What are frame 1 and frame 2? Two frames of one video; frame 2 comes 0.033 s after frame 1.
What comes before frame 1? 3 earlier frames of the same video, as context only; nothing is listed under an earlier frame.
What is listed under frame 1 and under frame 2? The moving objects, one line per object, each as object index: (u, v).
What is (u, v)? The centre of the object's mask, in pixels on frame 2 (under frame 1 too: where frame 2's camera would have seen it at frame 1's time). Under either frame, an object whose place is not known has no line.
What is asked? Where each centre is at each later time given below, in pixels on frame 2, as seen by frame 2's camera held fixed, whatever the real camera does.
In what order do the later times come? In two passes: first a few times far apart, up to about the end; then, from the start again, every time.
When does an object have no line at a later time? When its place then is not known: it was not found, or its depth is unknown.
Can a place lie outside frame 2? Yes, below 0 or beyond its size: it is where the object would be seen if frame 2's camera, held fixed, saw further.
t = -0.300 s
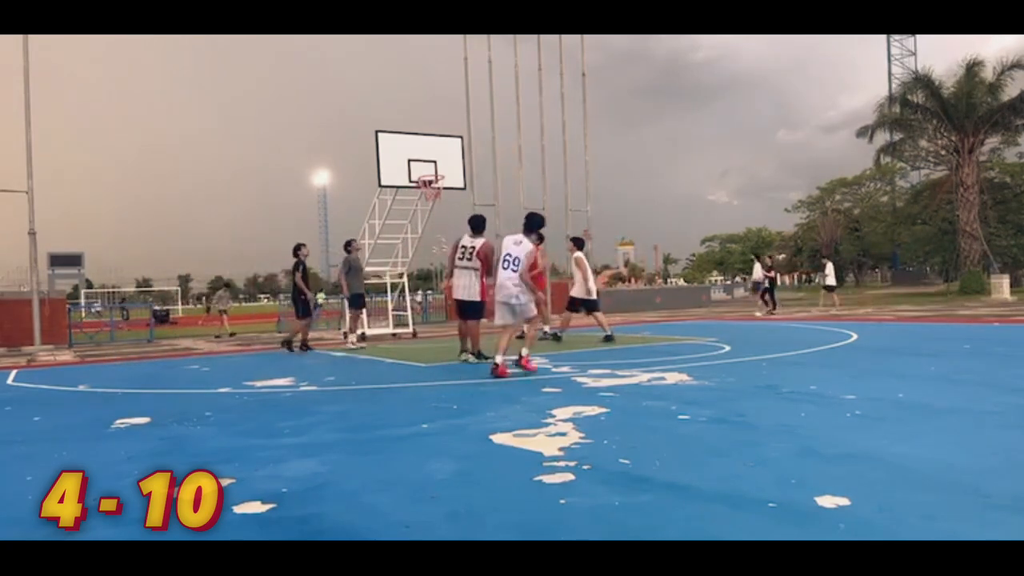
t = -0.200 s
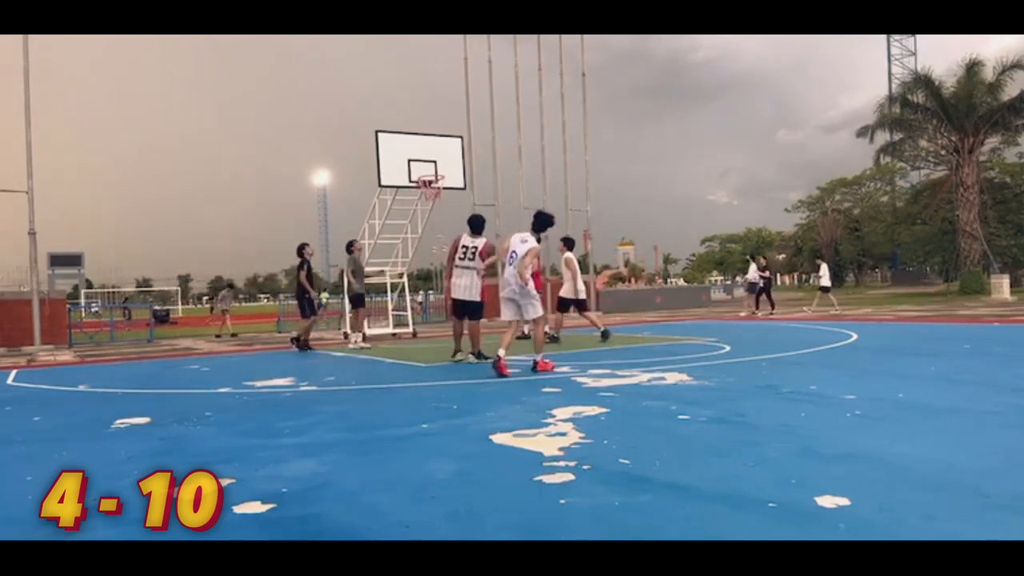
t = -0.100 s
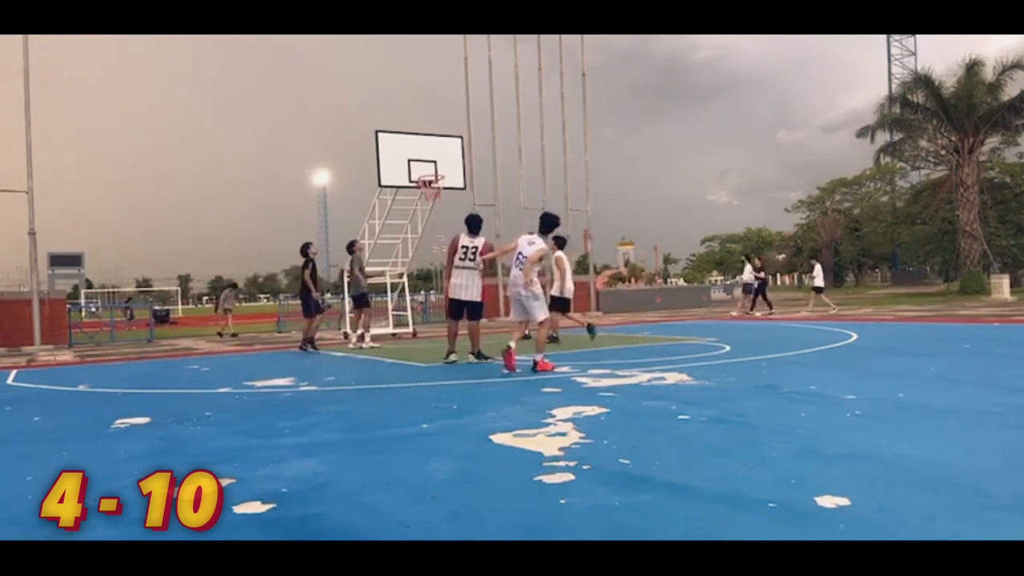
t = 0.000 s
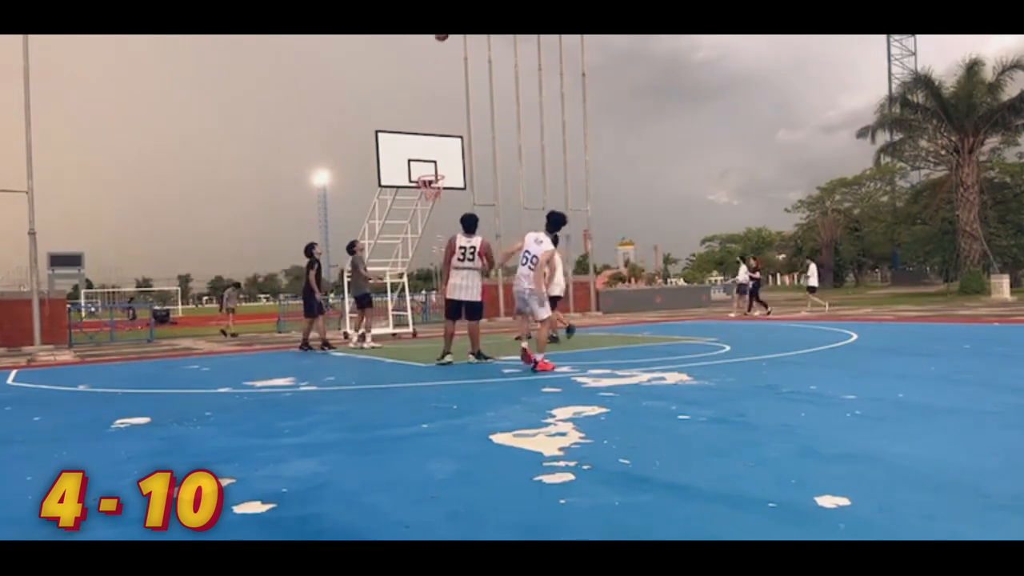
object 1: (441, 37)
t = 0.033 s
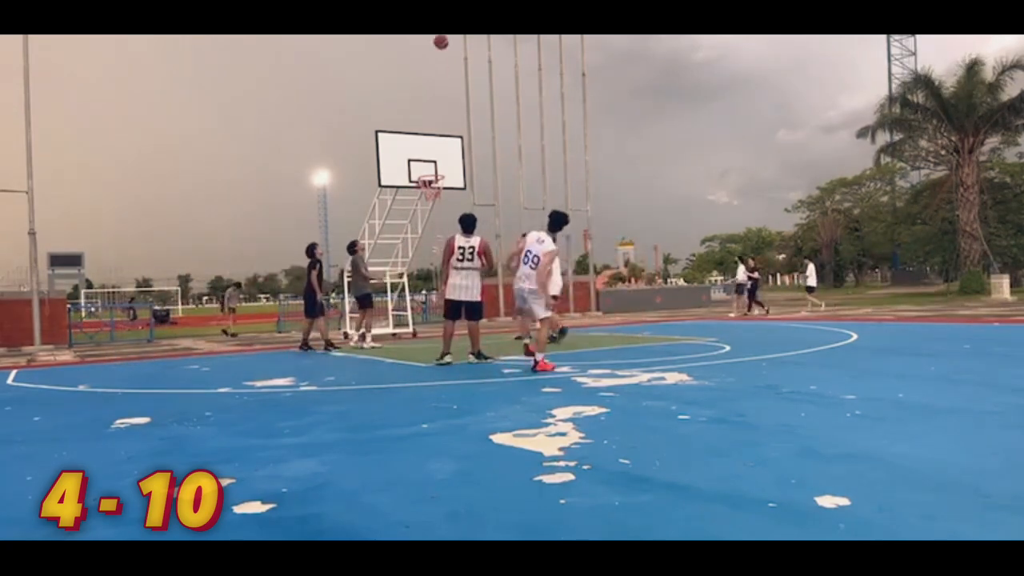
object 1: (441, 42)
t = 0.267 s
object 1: (439, 112)
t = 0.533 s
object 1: (443, 205)
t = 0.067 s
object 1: (441, 50)
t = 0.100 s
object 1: (440, 59)
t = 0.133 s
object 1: (440, 69)
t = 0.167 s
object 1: (439, 79)
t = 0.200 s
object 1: (439, 90)
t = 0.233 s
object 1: (439, 101)
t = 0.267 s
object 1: (439, 112)
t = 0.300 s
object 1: (438, 124)
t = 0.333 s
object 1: (438, 136)
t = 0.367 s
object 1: (438, 148)
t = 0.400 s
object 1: (438, 161)
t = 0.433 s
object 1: (438, 174)
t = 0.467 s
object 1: (438, 184)
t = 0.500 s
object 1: (441, 195)
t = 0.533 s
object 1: (443, 205)
